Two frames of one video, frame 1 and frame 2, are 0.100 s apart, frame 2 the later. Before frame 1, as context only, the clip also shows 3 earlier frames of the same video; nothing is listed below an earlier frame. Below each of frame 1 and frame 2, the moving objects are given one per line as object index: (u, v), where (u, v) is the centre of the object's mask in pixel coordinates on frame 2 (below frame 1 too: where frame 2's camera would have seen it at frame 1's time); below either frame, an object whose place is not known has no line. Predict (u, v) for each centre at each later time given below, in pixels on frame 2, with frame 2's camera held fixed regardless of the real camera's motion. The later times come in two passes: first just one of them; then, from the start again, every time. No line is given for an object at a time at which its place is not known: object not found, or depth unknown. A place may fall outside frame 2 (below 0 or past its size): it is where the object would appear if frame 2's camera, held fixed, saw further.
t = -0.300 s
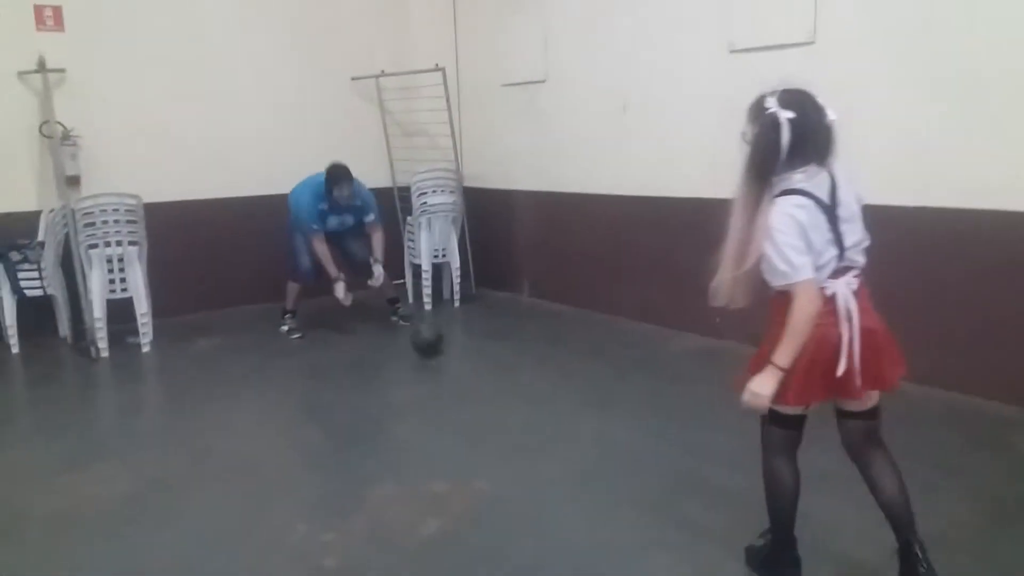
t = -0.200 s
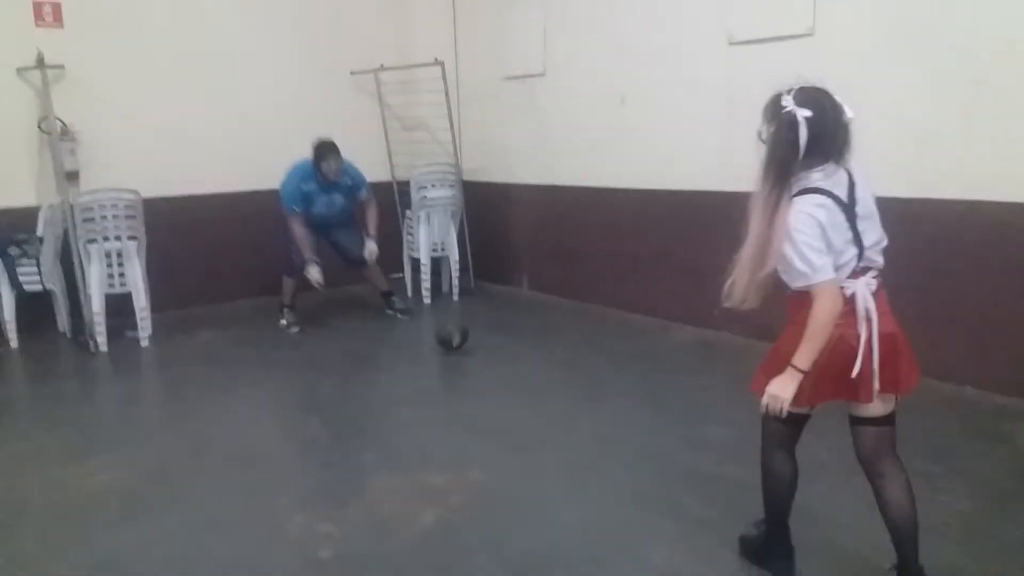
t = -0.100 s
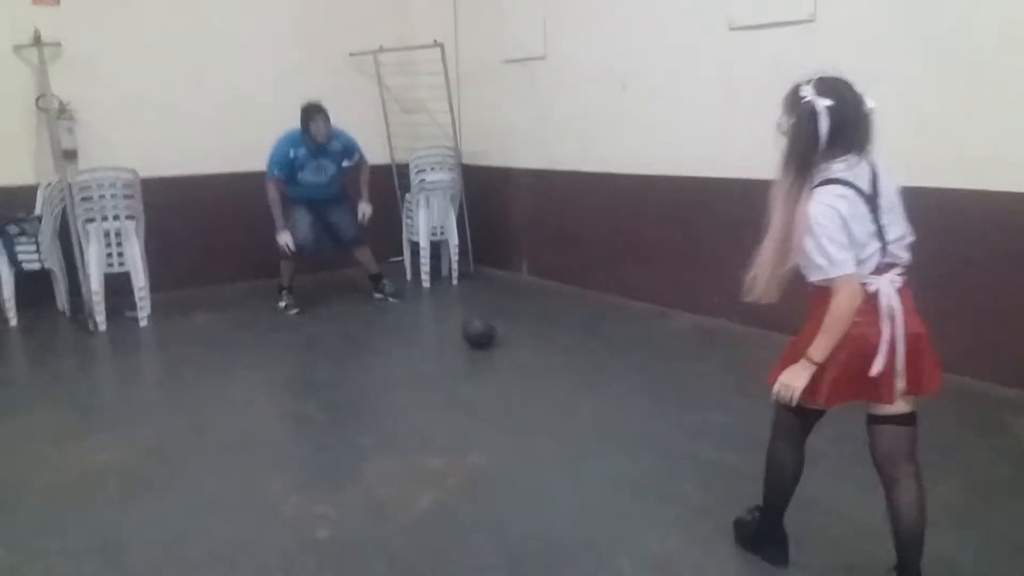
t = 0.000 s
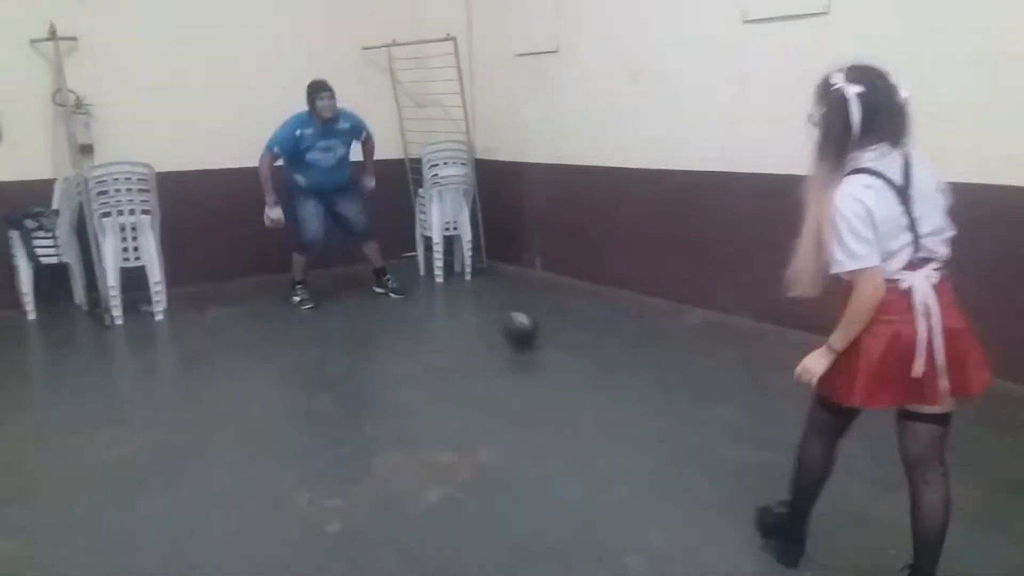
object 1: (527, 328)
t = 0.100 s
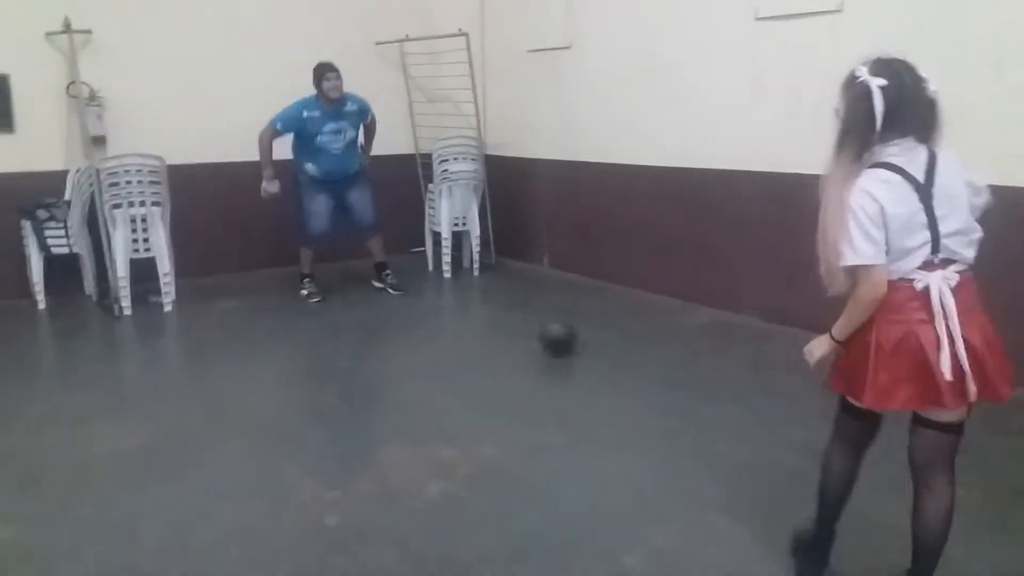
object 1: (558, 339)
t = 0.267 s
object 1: (619, 355)
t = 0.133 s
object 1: (570, 341)
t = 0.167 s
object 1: (581, 343)
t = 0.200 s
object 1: (594, 350)
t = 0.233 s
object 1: (605, 352)
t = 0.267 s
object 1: (619, 355)
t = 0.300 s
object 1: (632, 363)
